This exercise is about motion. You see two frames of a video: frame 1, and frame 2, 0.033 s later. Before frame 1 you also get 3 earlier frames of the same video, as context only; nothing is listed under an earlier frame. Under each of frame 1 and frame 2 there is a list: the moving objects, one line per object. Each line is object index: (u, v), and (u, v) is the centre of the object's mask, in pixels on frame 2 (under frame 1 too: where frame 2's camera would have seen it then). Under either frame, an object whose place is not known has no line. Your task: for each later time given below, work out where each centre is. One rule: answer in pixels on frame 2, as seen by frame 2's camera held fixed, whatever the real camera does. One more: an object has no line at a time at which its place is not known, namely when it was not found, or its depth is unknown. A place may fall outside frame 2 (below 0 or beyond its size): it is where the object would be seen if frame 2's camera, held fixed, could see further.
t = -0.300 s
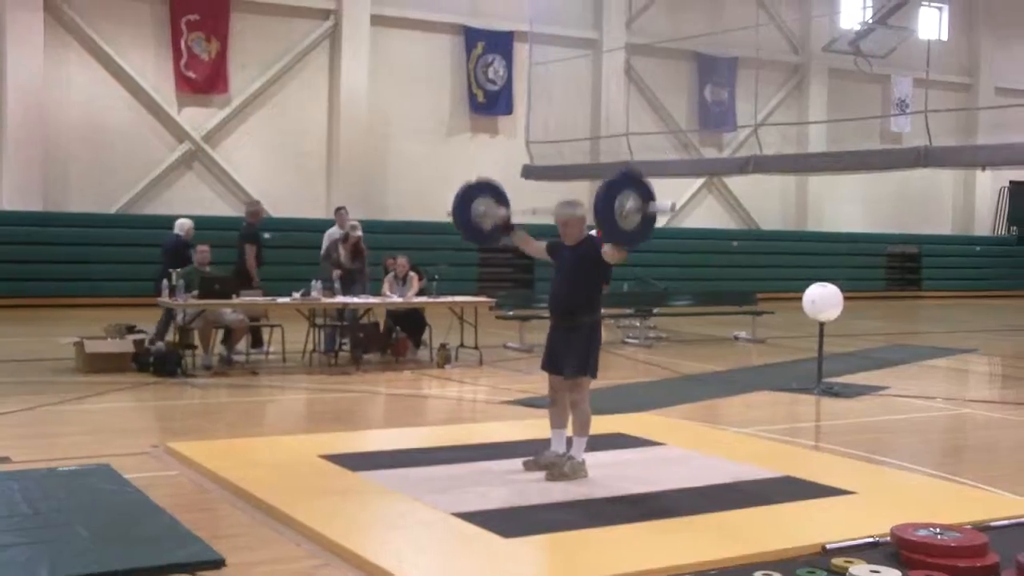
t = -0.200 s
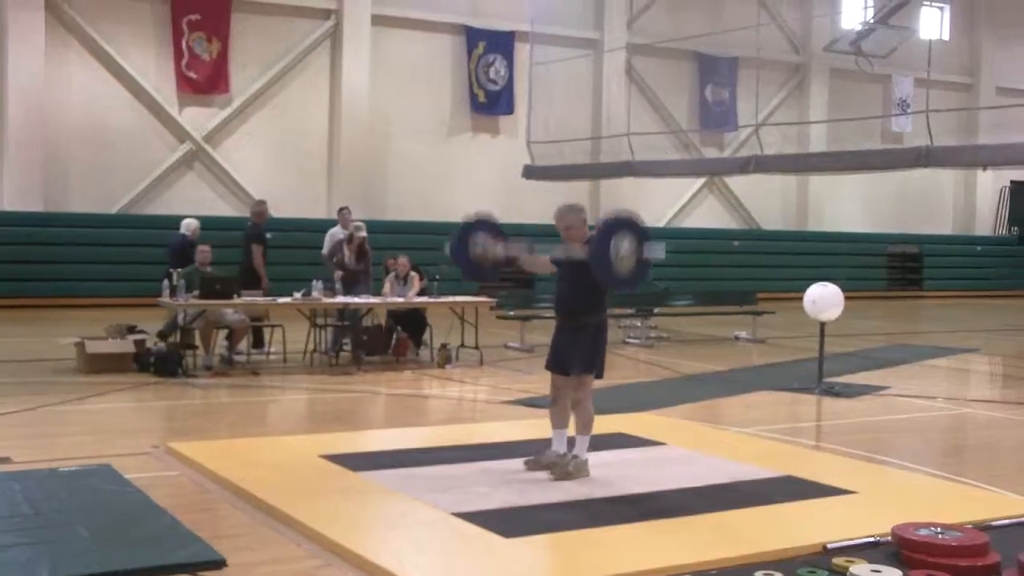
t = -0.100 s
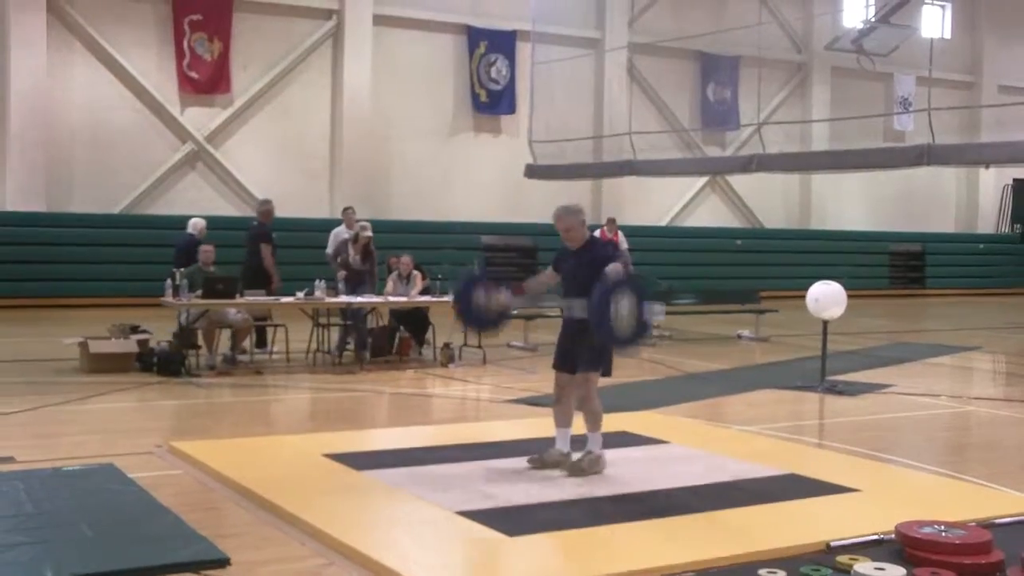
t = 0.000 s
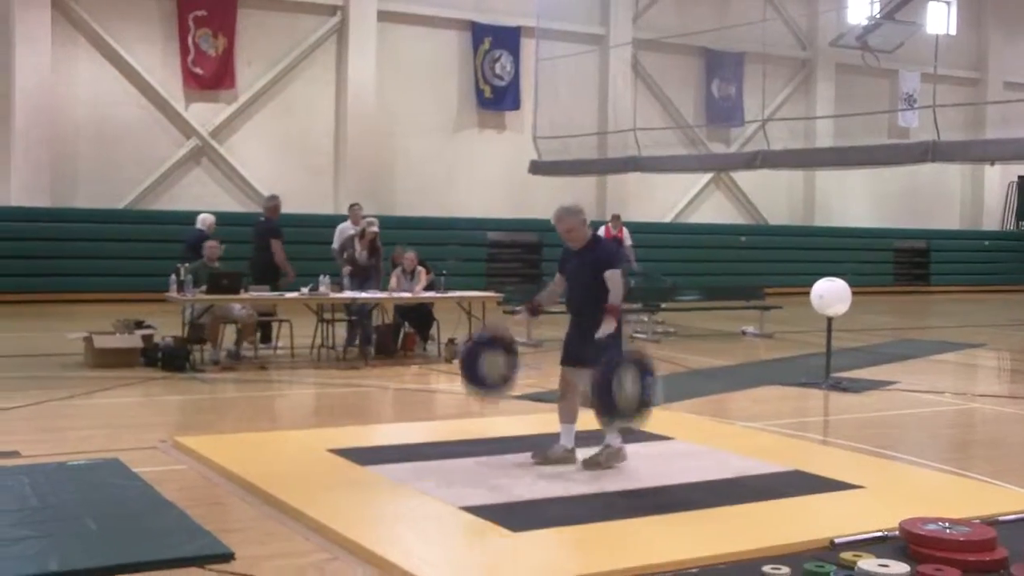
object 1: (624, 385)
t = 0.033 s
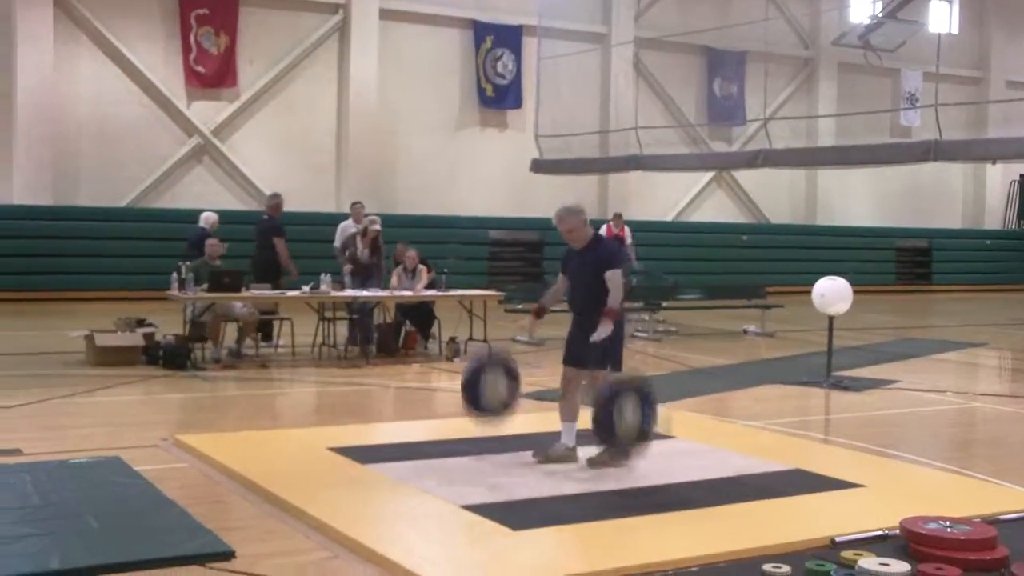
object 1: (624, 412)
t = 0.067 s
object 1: (624, 448)
